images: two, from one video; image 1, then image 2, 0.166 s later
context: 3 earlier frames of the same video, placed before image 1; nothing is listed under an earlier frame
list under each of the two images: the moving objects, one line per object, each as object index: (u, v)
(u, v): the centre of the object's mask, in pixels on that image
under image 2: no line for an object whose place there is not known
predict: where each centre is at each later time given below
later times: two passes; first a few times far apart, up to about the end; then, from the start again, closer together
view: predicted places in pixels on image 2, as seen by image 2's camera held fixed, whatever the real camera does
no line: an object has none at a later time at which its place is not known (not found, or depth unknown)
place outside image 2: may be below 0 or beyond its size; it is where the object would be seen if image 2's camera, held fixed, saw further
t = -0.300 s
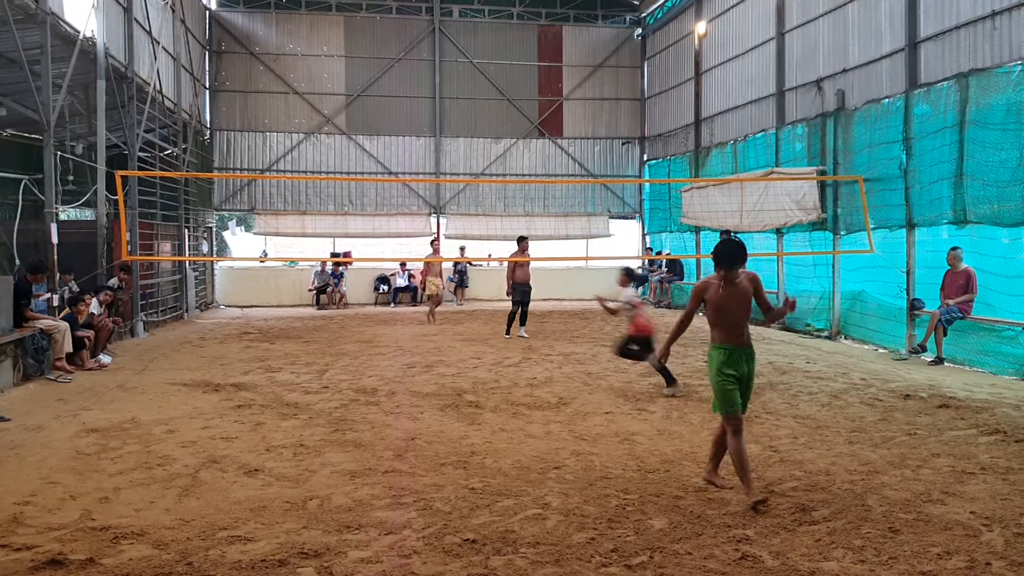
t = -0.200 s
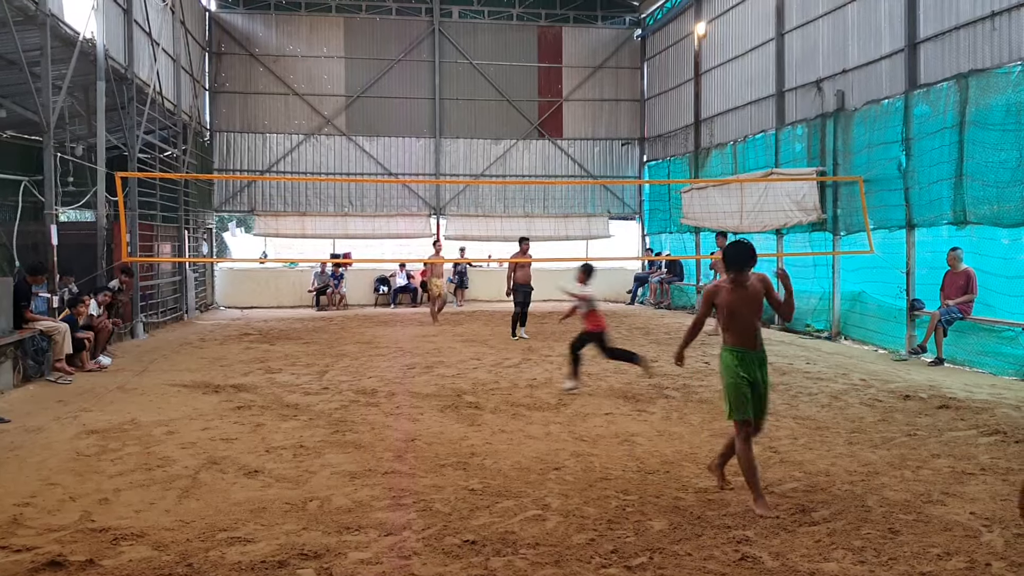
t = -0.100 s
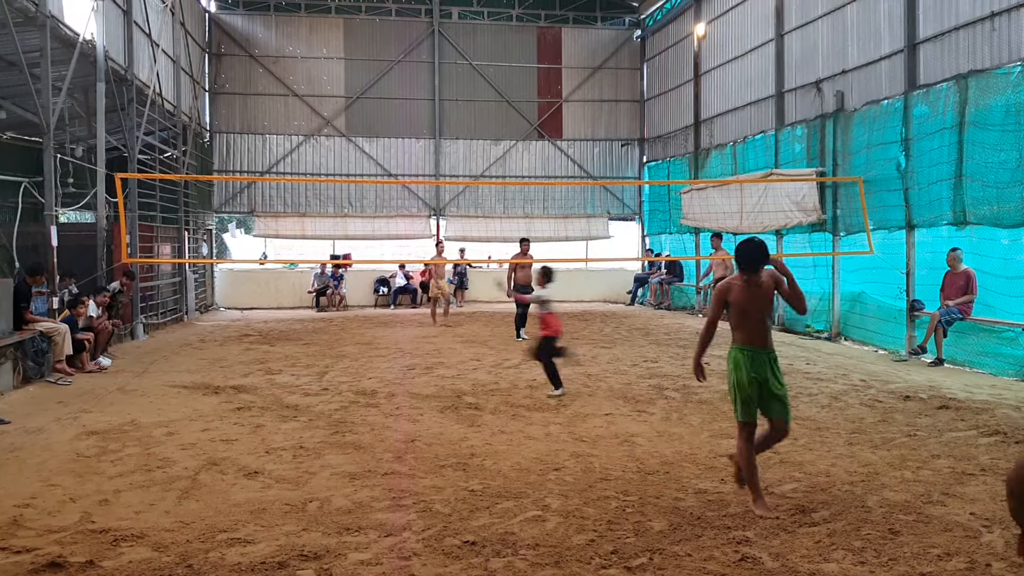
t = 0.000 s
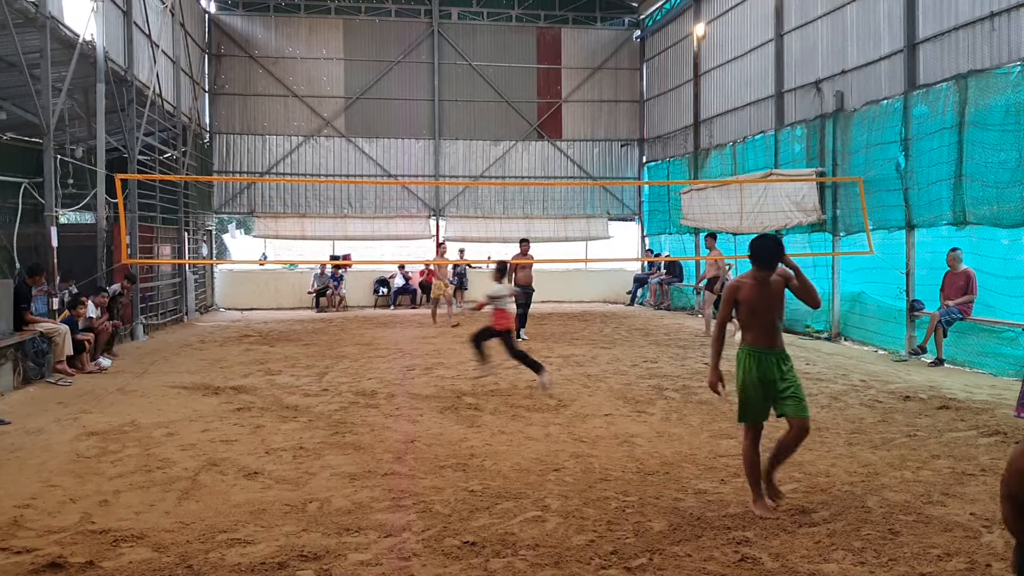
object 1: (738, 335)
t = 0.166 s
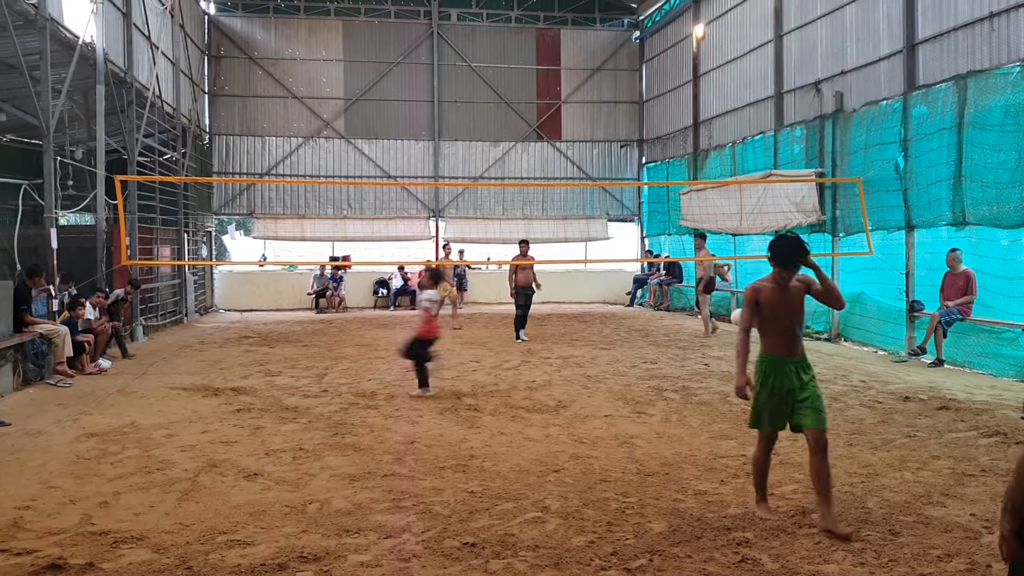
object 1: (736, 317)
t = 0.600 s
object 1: (730, 371)
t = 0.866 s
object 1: (724, 354)
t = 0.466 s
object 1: (734, 334)
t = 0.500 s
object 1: (733, 342)
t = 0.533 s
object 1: (732, 351)
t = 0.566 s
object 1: (731, 360)
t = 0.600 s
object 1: (730, 371)
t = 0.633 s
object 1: (730, 383)
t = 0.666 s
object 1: (729, 391)
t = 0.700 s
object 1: (727, 382)
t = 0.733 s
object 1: (727, 374)
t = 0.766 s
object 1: (727, 367)
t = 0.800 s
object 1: (726, 362)
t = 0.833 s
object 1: (725, 357)
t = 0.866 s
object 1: (724, 354)
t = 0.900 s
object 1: (724, 351)
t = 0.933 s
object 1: (722, 350)
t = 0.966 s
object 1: (721, 350)
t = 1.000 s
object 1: (721, 351)
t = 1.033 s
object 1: (719, 353)
